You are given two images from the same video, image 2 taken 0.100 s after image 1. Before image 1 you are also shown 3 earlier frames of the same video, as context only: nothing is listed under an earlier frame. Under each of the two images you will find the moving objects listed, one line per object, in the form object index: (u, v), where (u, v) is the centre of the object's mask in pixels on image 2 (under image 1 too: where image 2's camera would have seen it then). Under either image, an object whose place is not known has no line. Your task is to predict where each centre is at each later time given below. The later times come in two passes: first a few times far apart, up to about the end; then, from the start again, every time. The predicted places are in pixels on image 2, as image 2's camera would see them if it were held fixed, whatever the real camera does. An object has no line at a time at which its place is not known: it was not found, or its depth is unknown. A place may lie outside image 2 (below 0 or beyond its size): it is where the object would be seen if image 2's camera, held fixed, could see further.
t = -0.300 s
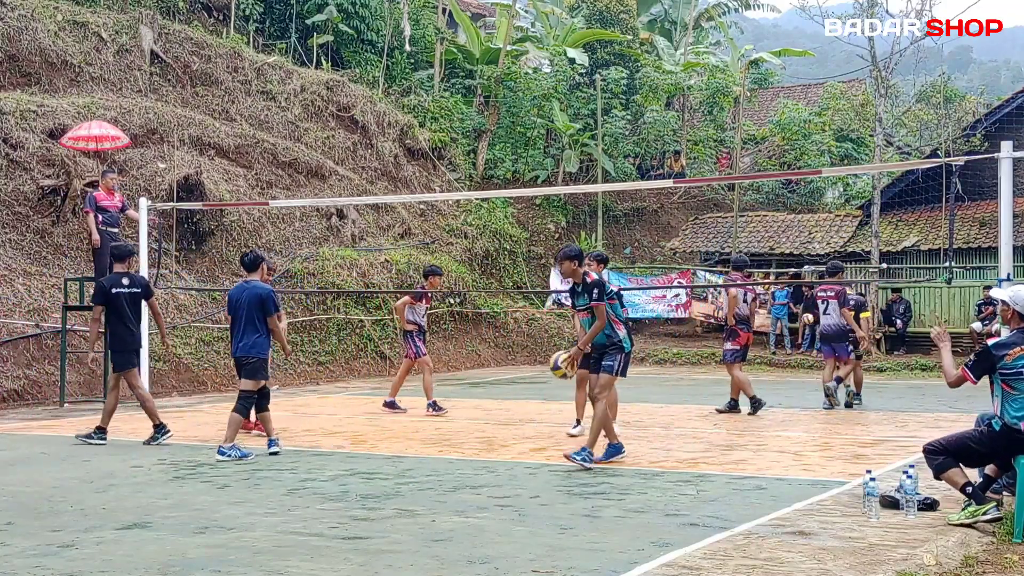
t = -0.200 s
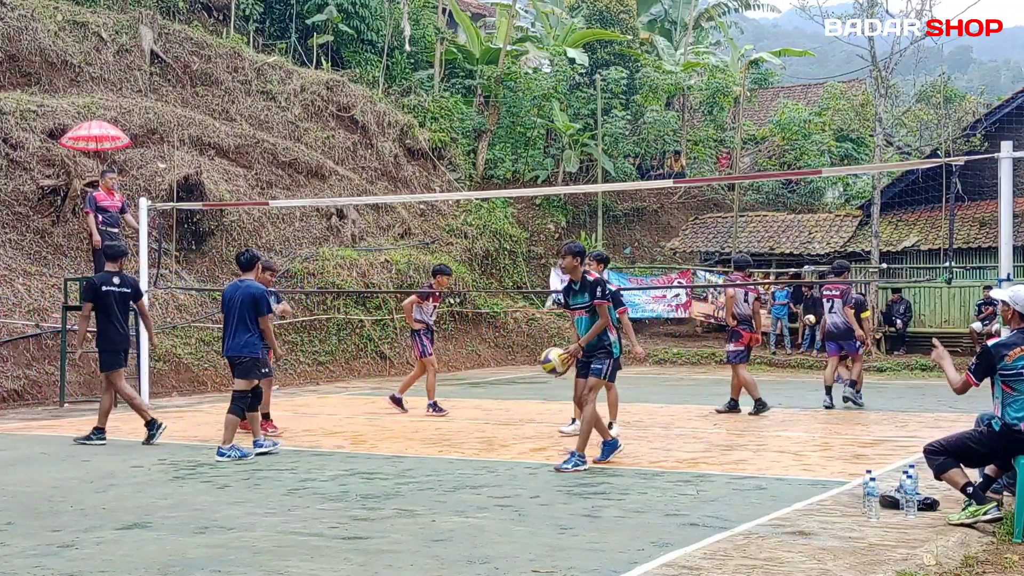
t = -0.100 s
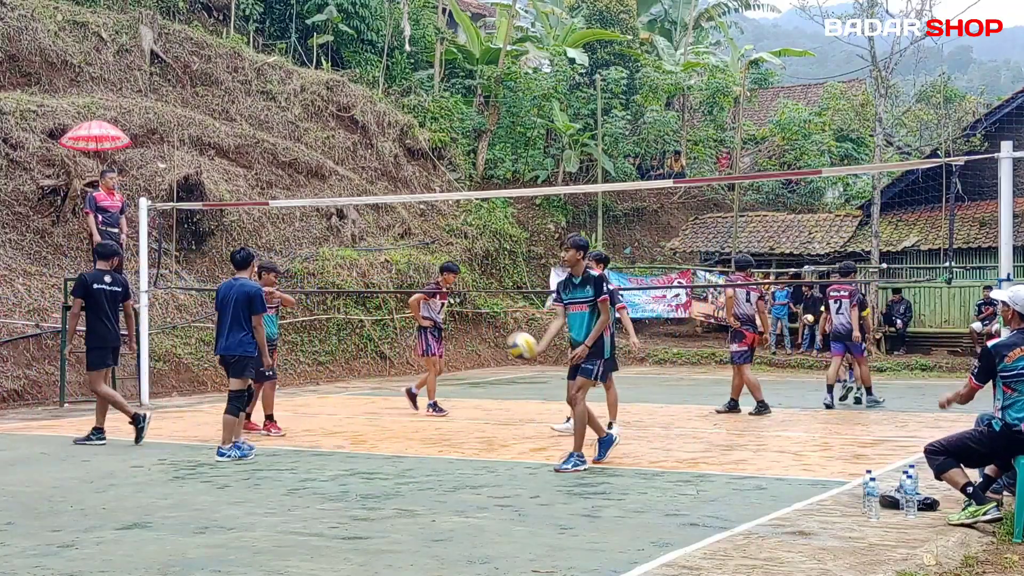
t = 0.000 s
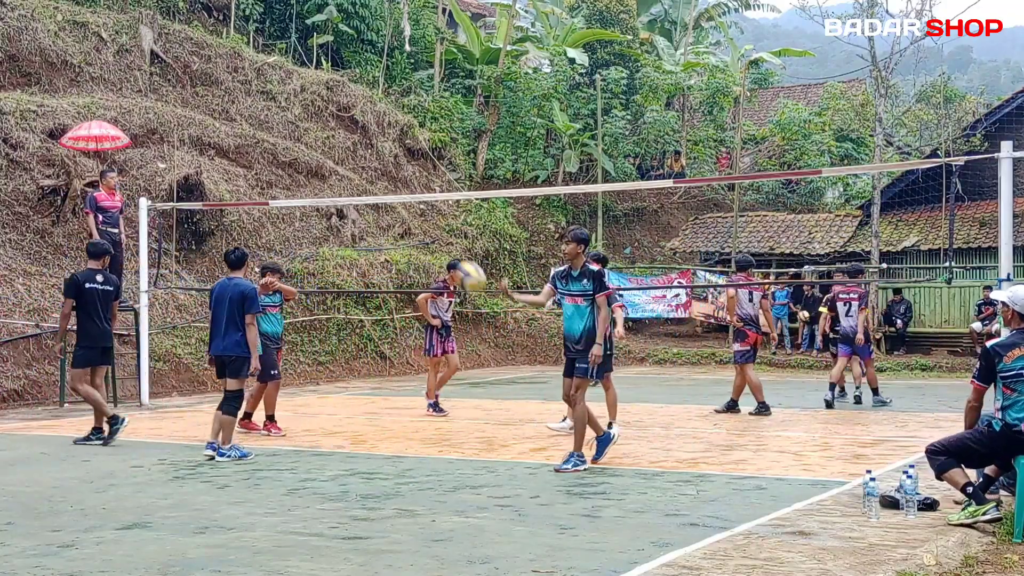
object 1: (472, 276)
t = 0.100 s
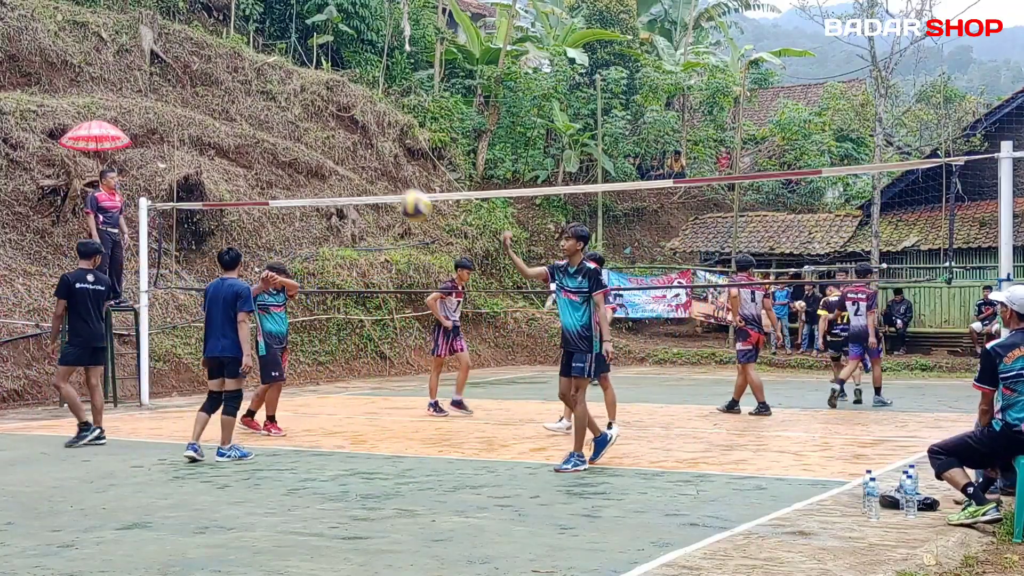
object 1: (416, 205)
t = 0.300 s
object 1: (295, 93)
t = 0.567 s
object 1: (97, 22)
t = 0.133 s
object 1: (397, 183)
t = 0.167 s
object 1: (377, 163)
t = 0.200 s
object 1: (357, 143)
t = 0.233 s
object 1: (337, 125)
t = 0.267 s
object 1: (316, 108)
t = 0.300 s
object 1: (295, 93)
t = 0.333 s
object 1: (272, 78)
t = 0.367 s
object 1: (249, 66)
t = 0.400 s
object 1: (226, 54)
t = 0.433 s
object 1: (201, 45)
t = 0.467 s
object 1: (174, 36)
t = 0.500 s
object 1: (149, 30)
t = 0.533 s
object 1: (124, 26)
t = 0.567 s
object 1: (97, 22)
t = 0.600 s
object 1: (69, 22)
